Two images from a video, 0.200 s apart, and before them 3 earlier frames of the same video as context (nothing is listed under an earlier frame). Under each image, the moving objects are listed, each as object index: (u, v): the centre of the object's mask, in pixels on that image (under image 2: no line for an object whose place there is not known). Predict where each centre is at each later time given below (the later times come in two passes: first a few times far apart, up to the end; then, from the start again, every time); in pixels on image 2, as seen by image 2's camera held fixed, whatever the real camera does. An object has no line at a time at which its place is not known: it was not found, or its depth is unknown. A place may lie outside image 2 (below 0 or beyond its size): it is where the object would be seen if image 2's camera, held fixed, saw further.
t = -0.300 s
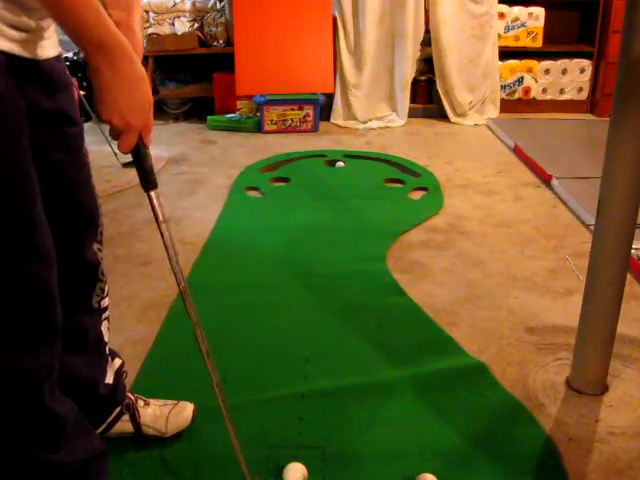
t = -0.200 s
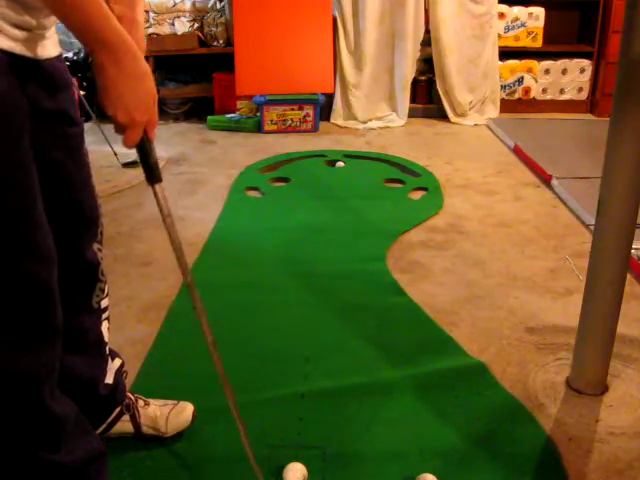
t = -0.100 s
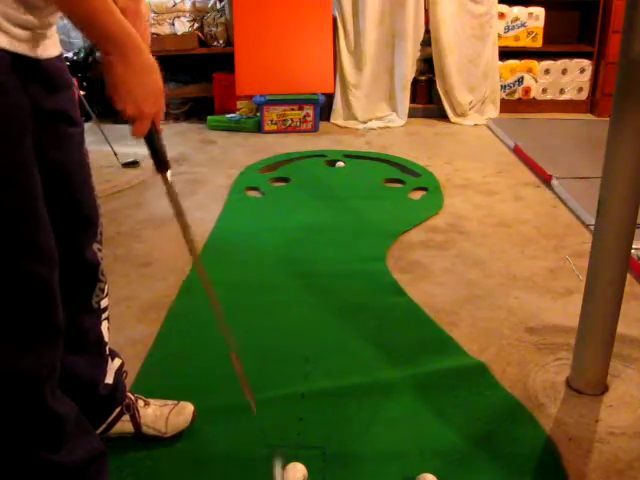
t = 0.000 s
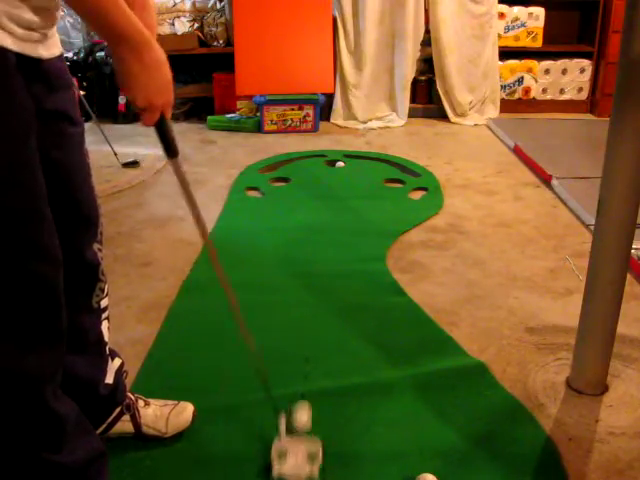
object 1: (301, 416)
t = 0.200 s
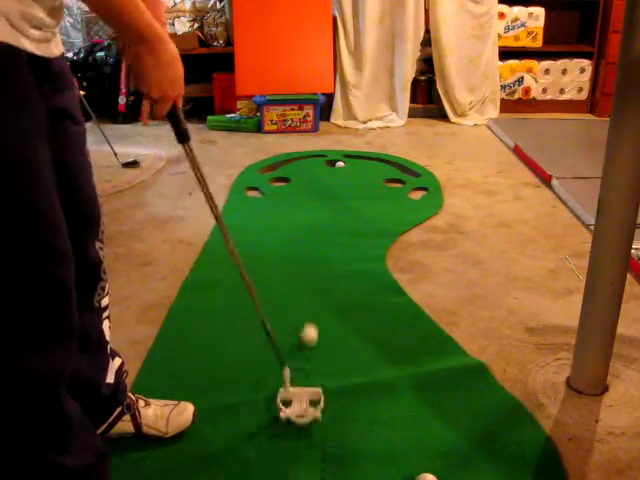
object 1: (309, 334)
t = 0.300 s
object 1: (311, 307)
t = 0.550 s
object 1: (315, 256)
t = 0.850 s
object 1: (320, 216)
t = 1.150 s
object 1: (324, 184)
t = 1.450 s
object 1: (326, 164)
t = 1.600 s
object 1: (329, 160)
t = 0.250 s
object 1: (310, 321)
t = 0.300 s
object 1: (311, 307)
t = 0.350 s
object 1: (311, 296)
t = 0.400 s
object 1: (312, 285)
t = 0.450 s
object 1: (313, 275)
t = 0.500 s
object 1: (314, 265)
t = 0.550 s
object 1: (315, 256)
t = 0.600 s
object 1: (316, 248)
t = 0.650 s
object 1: (317, 240)
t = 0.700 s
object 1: (318, 233)
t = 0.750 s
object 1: (319, 227)
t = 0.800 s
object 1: (320, 221)
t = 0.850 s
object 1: (320, 216)
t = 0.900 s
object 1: (320, 210)
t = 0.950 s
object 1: (321, 205)
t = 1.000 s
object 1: (322, 200)
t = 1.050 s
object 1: (322, 195)
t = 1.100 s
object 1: (323, 189)
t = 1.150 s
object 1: (324, 184)
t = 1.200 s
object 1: (325, 181)
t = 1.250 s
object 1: (325, 177)
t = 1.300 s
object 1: (325, 173)
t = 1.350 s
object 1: (325, 170)
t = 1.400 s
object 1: (325, 167)
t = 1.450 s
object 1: (326, 164)
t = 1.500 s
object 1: (326, 162)
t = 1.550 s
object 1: (326, 160)
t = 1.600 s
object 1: (329, 160)
